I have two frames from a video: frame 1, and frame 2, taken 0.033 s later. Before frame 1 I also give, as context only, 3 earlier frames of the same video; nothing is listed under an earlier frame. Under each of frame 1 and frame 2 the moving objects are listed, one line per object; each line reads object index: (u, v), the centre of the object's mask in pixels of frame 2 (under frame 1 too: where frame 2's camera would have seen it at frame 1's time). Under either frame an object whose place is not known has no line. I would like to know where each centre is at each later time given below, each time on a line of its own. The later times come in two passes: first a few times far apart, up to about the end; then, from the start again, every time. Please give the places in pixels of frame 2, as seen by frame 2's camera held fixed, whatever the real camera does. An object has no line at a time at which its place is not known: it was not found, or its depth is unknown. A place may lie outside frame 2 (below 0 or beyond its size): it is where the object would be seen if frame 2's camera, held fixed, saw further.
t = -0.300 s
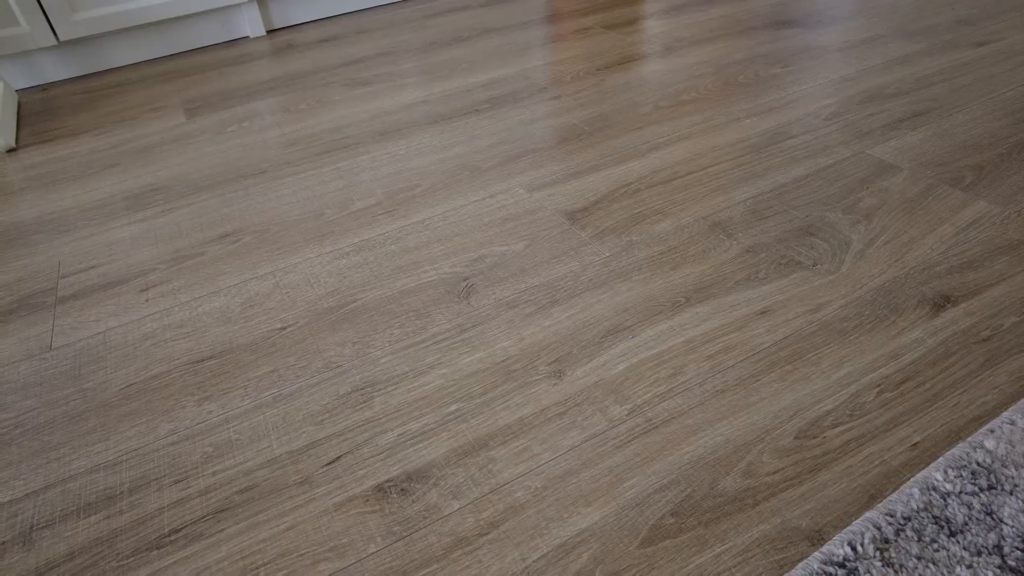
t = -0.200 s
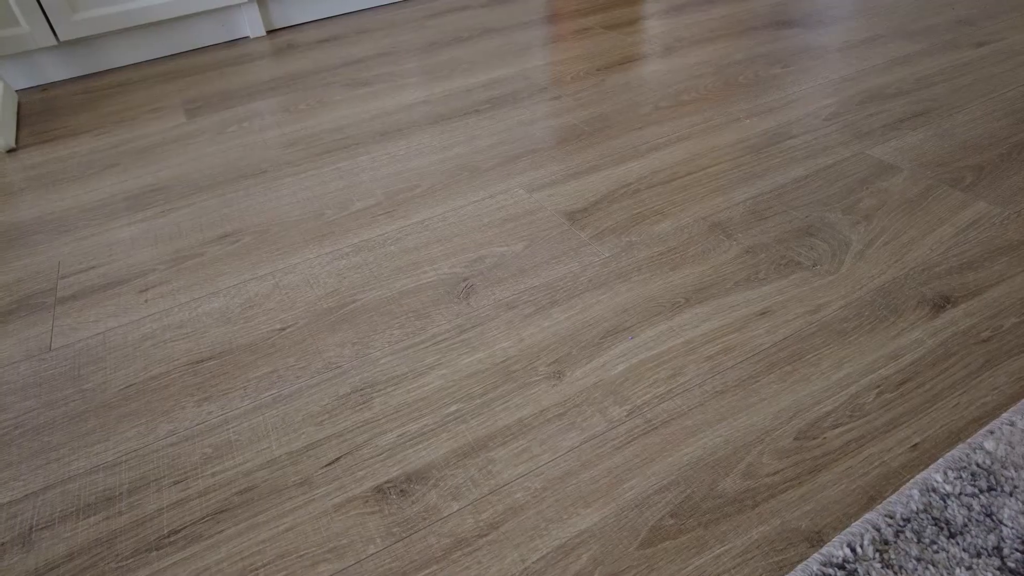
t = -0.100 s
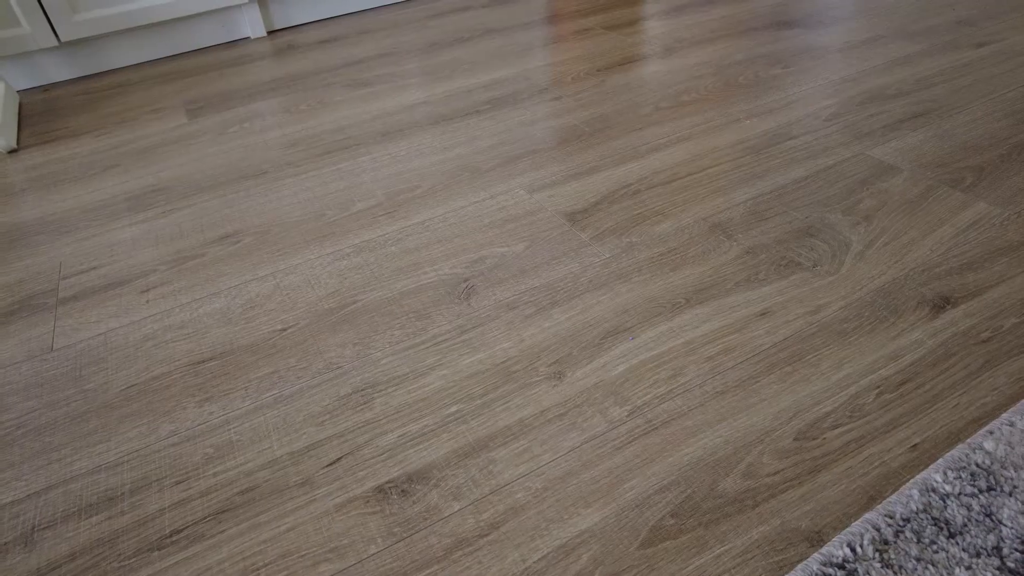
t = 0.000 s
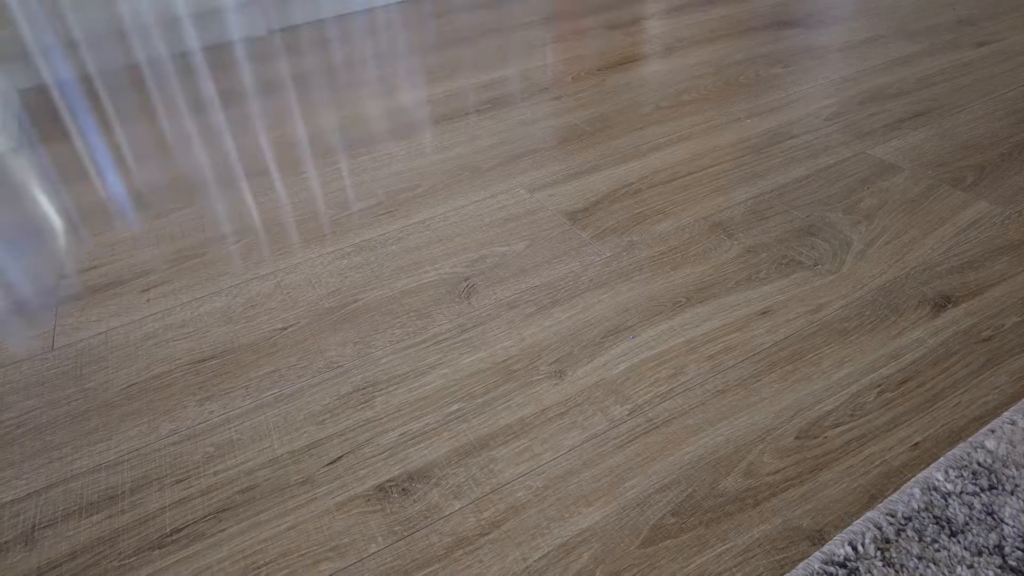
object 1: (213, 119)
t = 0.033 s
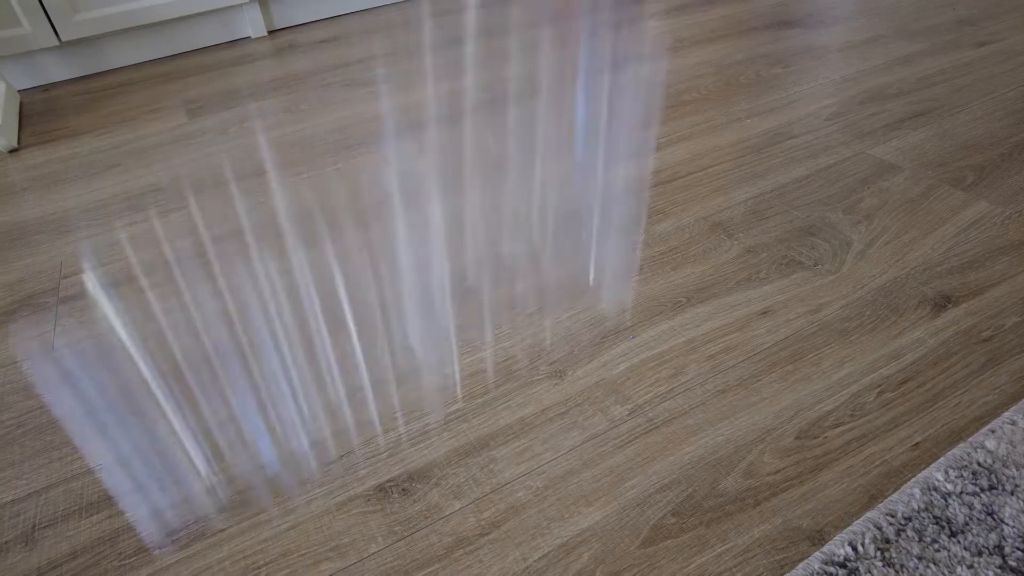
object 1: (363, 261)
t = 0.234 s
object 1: (489, 505)
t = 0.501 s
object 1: (560, 532)
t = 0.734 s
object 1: (548, 524)
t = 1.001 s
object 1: (527, 513)
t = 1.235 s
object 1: (536, 521)
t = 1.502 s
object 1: (541, 526)
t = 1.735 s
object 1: (534, 522)
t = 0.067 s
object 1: (432, 453)
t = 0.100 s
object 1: (507, 528)
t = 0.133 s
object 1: (508, 541)
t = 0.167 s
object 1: (499, 528)
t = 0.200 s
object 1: (492, 515)
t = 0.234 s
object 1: (489, 505)
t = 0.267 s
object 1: (493, 501)
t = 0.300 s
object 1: (507, 504)
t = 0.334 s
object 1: (523, 512)
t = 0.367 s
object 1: (542, 527)
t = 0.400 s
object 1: (547, 537)
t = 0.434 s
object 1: (552, 535)
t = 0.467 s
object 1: (557, 532)
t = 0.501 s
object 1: (560, 532)
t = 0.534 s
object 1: (562, 532)
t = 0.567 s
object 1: (563, 531)
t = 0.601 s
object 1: (562, 530)
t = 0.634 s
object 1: (561, 529)
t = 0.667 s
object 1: (558, 530)
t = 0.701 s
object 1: (554, 527)
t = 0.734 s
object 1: (548, 524)
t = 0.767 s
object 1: (543, 521)
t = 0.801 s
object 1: (538, 520)
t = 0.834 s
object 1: (532, 516)
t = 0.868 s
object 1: (529, 514)
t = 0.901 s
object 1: (527, 513)
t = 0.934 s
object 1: (527, 513)
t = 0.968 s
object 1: (527, 513)
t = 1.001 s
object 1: (527, 513)
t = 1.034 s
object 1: (527, 514)
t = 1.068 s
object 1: (528, 514)
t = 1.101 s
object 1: (529, 515)
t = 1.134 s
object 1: (530, 516)
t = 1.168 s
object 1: (532, 519)
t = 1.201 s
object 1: (533, 520)
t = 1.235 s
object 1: (536, 521)
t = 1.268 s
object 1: (540, 523)
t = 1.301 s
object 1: (541, 525)
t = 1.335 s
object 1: (542, 526)
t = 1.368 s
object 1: (542, 527)
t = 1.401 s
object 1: (542, 527)
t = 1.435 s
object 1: (542, 527)
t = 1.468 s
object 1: (542, 527)
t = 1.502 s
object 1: (541, 526)
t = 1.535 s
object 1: (541, 526)
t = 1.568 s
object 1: (540, 526)
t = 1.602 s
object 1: (539, 525)
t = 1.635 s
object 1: (537, 524)
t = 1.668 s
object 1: (537, 524)
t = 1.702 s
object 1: (536, 523)
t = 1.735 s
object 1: (534, 522)
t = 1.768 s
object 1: (533, 522)
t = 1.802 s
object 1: (532, 522)
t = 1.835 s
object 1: (532, 522)
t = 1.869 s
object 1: (532, 522)
